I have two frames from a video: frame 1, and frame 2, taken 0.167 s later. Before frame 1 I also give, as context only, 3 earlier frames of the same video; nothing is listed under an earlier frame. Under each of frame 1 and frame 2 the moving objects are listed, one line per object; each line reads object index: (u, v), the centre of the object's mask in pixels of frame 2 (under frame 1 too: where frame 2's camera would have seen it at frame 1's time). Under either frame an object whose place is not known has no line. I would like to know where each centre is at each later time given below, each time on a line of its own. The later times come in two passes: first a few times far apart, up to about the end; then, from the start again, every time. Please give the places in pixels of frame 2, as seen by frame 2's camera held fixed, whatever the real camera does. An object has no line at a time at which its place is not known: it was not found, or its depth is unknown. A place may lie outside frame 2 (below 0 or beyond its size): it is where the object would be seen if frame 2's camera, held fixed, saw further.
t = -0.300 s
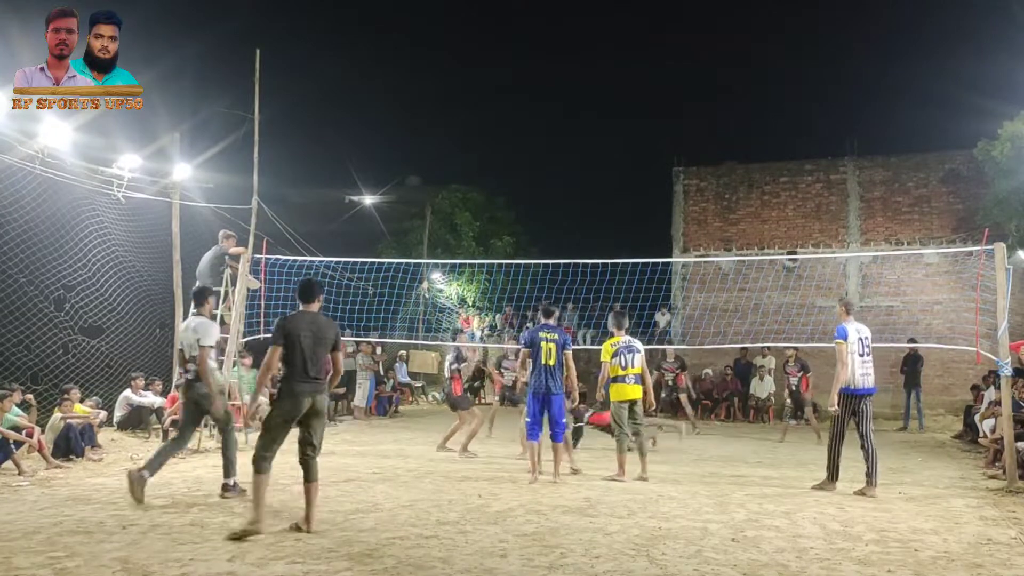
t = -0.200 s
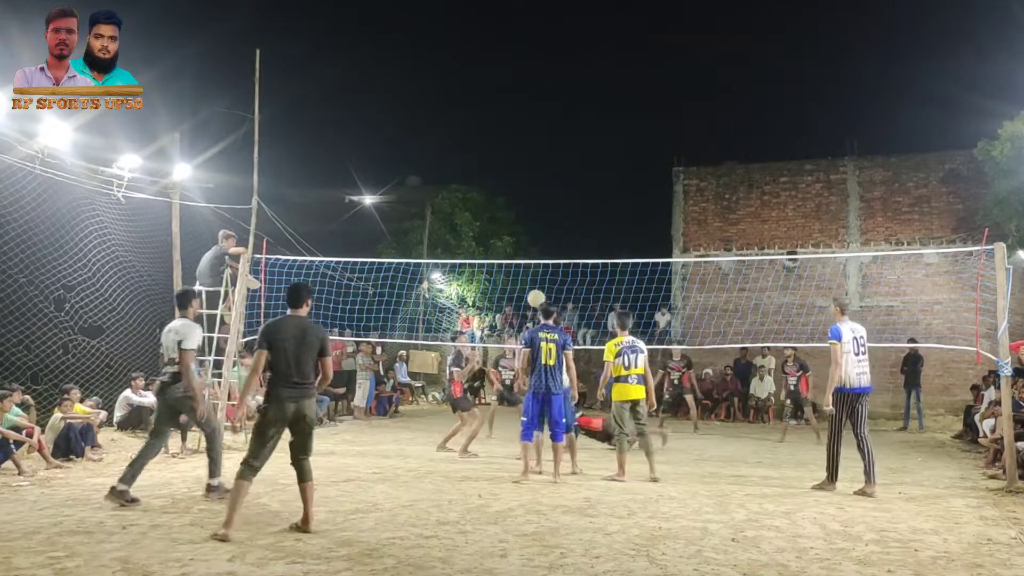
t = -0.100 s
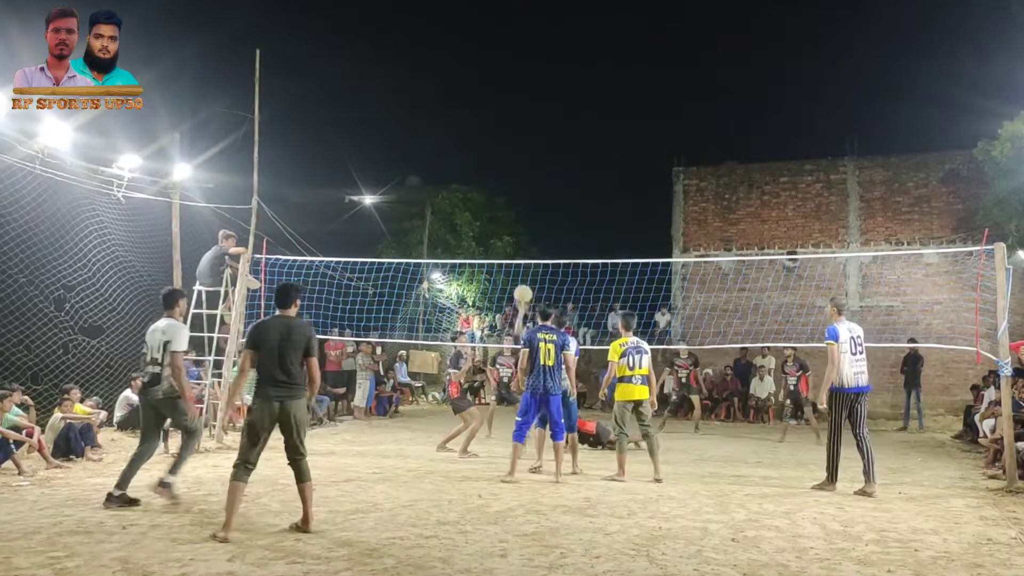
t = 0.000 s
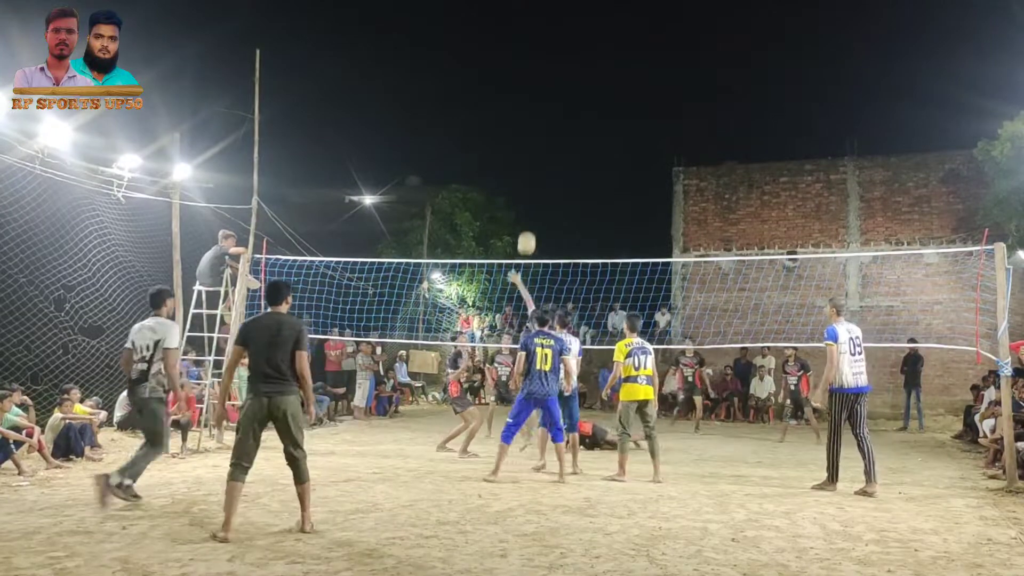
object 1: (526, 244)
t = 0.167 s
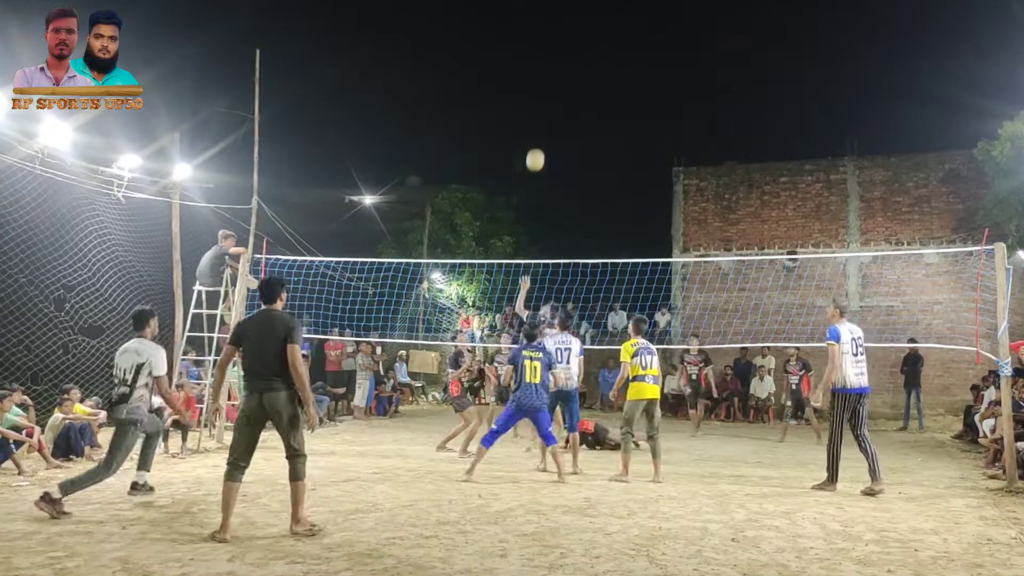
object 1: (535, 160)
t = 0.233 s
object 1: (539, 133)
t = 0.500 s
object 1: (552, 57)
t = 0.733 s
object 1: (563, 35)
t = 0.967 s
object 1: (573, 56)
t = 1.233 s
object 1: (584, 136)
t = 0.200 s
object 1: (537, 146)
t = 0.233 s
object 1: (539, 133)
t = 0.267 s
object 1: (540, 121)
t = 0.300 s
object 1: (542, 109)
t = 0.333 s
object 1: (543, 98)
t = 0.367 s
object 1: (545, 88)
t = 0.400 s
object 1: (547, 79)
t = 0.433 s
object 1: (548, 71)
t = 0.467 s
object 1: (550, 63)
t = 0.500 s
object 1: (552, 57)
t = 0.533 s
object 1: (553, 51)
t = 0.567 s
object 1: (555, 46)
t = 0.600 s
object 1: (556, 42)
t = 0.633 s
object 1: (558, 39)
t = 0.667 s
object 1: (560, 37)
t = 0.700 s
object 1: (561, 36)
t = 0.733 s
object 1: (563, 35)
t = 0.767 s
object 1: (564, 35)
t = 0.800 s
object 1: (566, 36)
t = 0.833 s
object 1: (567, 38)
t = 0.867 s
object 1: (569, 41)
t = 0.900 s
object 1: (570, 45)
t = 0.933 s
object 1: (572, 50)
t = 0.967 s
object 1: (573, 56)
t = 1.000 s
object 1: (575, 63)
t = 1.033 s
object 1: (576, 71)
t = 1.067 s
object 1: (577, 79)
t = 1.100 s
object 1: (579, 89)
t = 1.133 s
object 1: (580, 99)
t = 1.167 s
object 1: (581, 111)
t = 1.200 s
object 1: (582, 123)
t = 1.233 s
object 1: (584, 136)
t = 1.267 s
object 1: (585, 151)
